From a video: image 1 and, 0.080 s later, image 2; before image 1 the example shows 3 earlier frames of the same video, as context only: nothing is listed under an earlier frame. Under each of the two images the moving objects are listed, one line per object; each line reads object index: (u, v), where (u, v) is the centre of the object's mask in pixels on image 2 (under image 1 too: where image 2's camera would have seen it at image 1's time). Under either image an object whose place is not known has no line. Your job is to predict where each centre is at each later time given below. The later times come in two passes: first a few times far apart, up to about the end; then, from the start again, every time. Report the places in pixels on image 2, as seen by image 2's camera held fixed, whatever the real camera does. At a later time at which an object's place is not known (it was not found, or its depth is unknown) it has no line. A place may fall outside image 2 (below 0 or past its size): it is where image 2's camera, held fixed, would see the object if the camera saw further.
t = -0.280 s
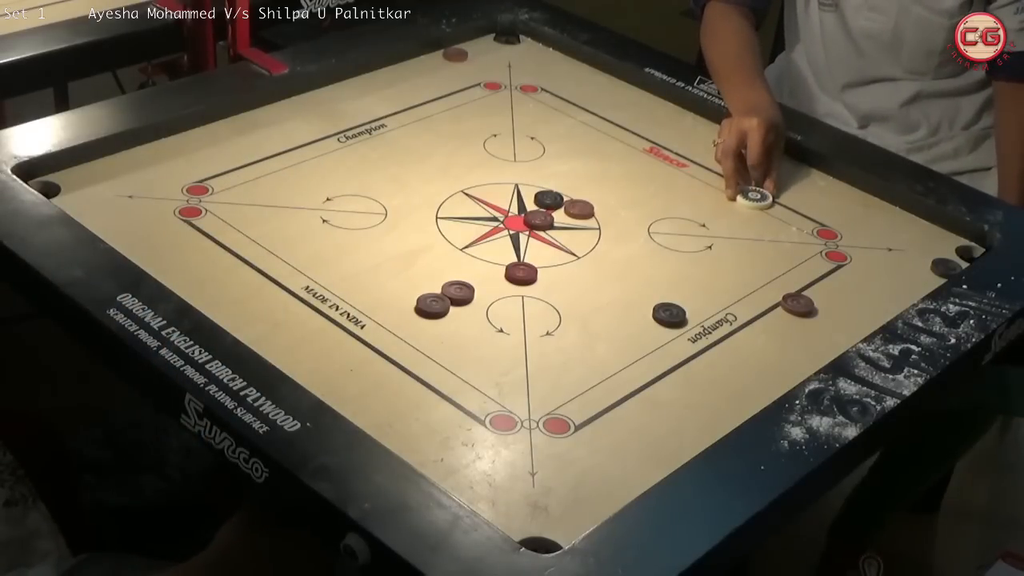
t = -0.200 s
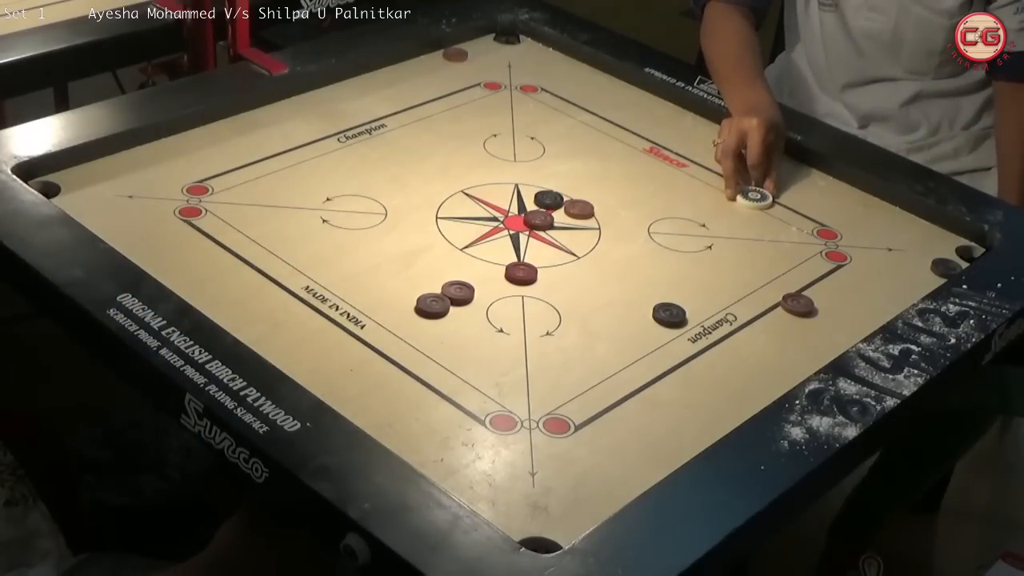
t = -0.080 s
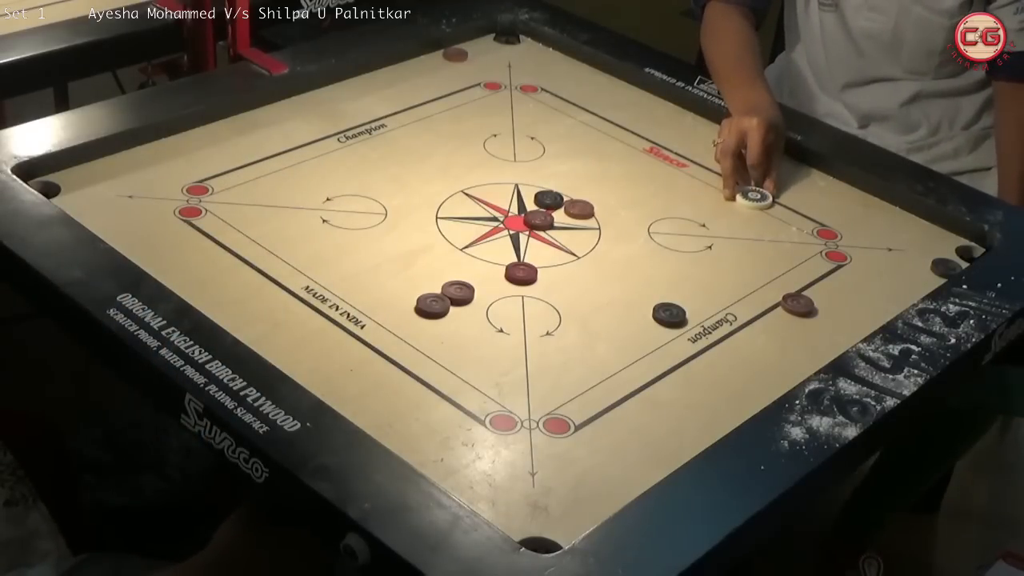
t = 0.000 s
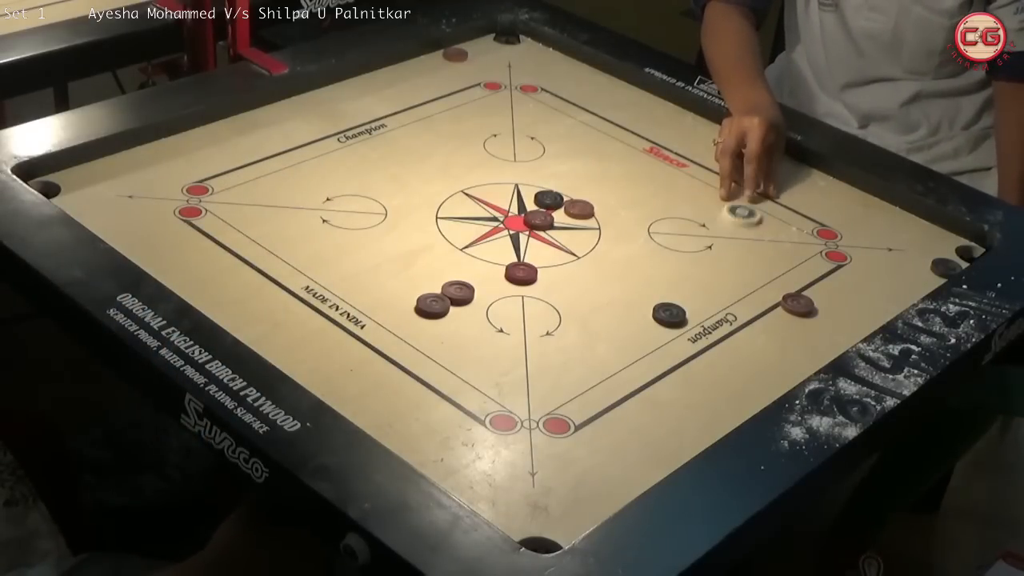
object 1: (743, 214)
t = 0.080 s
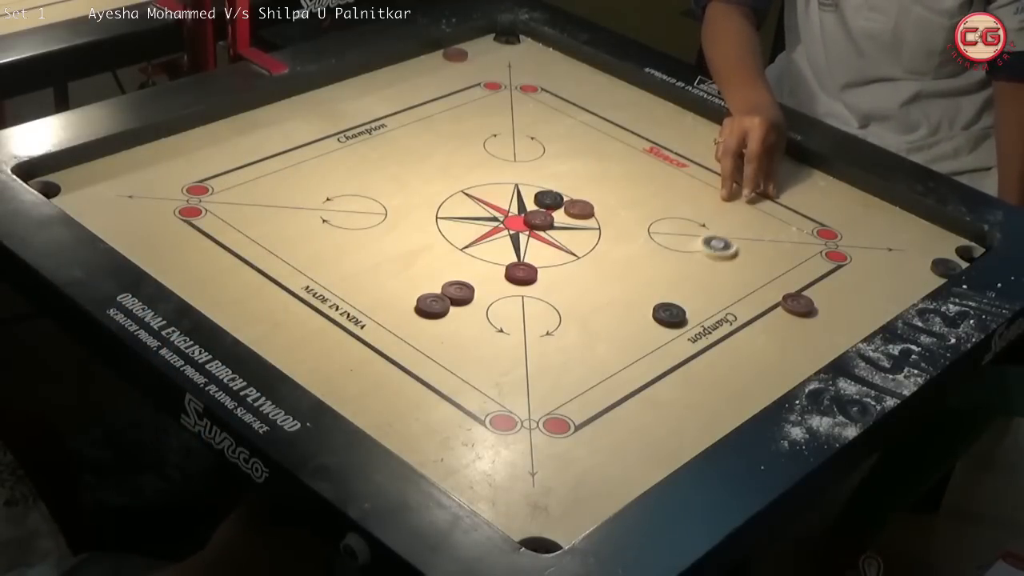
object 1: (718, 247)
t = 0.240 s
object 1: (673, 303)
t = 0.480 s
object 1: (648, 330)
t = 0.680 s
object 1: (645, 333)
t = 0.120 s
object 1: (705, 263)
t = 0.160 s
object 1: (693, 279)
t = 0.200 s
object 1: (681, 295)
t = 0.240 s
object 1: (673, 303)
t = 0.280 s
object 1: (667, 309)
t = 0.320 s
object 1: (662, 315)
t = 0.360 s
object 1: (658, 320)
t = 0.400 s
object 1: (654, 324)
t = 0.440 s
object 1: (651, 327)
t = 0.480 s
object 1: (648, 330)
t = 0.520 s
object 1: (646, 332)
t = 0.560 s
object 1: (645, 333)
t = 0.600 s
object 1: (645, 333)
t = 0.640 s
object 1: (645, 333)
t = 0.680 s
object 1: (645, 333)
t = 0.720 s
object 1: (645, 333)
